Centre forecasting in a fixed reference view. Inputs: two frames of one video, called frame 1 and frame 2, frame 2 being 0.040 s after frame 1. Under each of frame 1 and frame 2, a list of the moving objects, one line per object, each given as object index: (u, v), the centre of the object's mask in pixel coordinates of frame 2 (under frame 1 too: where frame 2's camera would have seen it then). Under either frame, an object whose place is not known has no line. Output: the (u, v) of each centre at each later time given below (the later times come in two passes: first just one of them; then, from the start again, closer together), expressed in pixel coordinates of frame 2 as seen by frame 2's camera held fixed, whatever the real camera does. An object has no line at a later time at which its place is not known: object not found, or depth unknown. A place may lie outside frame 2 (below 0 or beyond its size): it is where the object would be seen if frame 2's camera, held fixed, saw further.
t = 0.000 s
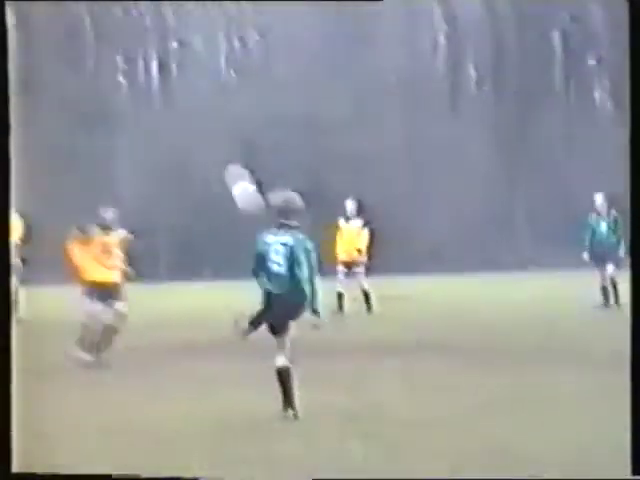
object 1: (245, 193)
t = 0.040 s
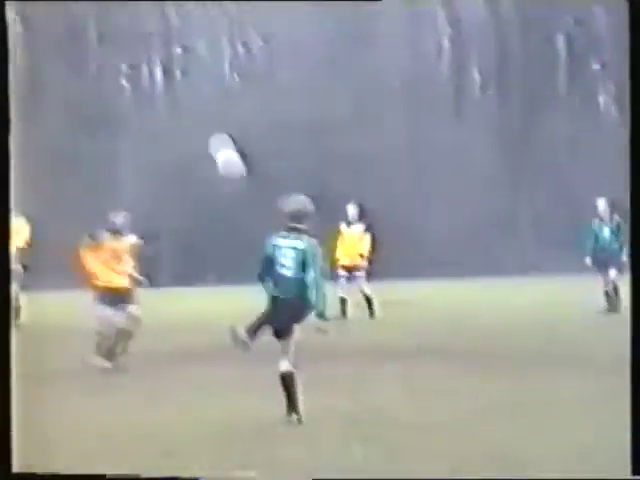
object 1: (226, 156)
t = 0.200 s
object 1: (148, 34)
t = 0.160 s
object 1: (167, 63)
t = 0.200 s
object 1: (148, 34)
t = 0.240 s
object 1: (123, 6)
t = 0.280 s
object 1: (103, -18)
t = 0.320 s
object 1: (84, -35)
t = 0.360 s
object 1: (66, -57)
